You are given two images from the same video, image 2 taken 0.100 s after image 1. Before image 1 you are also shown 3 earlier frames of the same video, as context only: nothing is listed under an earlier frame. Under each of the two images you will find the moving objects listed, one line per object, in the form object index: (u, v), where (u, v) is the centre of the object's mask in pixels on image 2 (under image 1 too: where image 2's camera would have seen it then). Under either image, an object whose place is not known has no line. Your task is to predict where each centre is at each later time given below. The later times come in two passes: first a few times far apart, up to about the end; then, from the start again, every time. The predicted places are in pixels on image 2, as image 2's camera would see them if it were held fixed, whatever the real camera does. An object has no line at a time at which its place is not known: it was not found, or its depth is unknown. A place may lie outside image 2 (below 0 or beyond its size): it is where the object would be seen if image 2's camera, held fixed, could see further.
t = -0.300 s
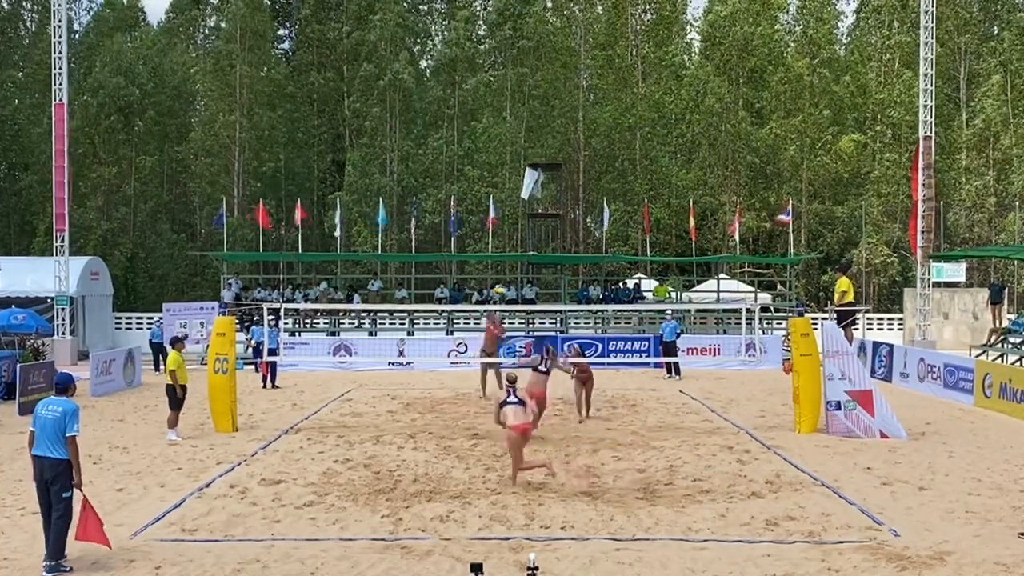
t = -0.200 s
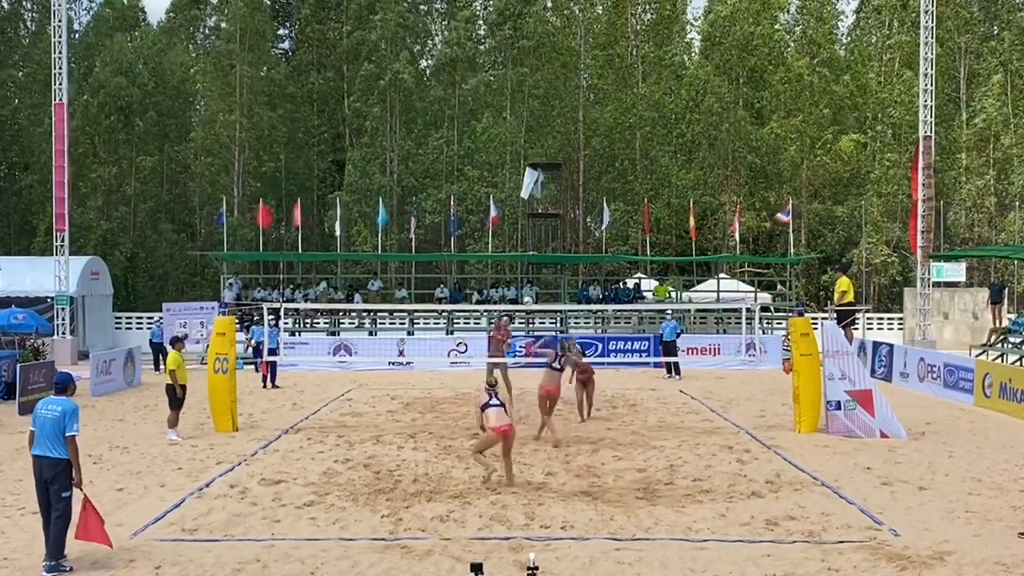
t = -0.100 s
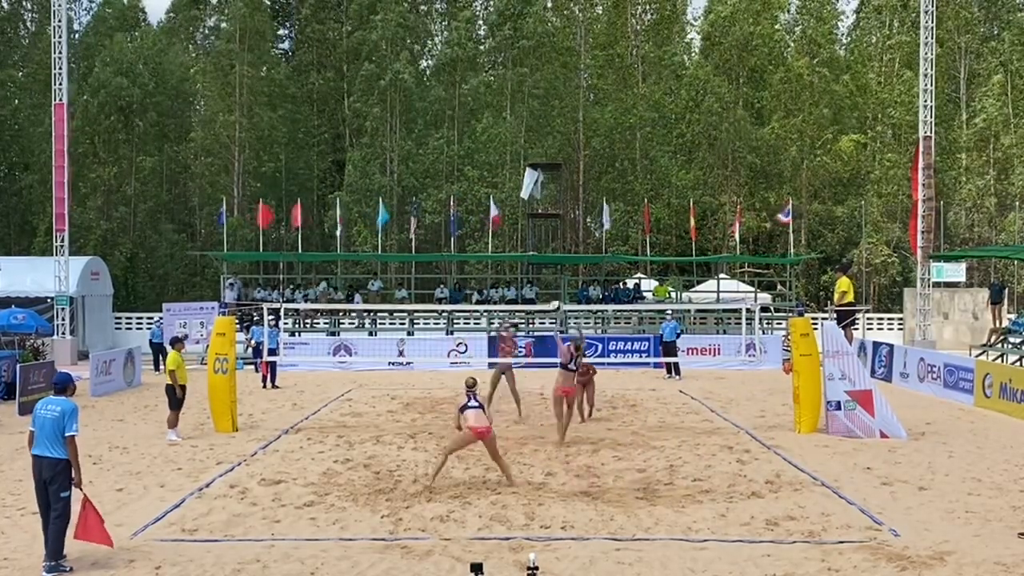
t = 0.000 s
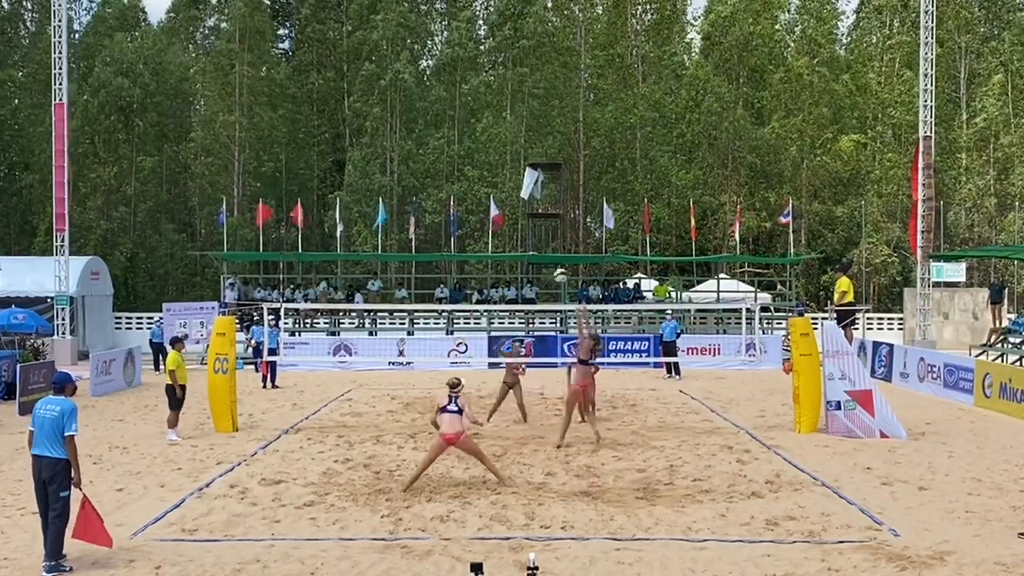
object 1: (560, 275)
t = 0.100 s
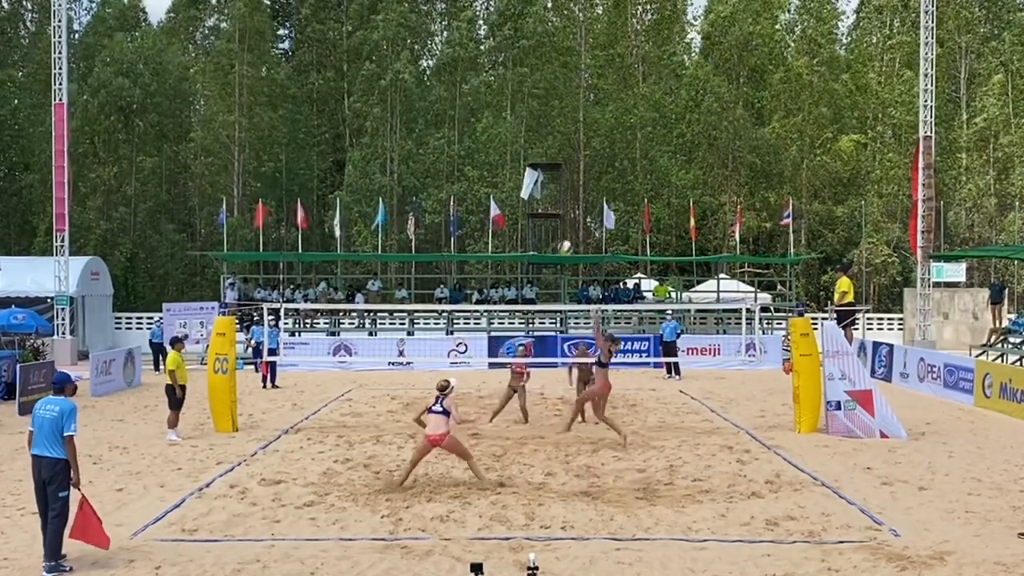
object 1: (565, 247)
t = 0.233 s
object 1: (572, 219)
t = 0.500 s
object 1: (593, 193)
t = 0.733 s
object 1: (618, 215)
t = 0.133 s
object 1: (566, 239)
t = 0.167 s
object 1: (569, 232)
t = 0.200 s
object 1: (570, 224)
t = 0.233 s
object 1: (572, 219)
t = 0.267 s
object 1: (574, 213)
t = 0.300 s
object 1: (577, 208)
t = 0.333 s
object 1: (580, 203)
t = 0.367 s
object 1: (583, 200)
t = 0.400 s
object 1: (584, 196)
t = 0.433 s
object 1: (587, 194)
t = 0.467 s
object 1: (590, 193)
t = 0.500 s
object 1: (593, 193)
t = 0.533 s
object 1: (597, 194)
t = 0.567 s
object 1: (600, 195)
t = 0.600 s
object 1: (605, 196)
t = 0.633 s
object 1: (608, 200)
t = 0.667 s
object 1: (610, 203)
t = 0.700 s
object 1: (613, 210)
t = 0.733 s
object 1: (618, 215)
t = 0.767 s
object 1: (622, 223)
